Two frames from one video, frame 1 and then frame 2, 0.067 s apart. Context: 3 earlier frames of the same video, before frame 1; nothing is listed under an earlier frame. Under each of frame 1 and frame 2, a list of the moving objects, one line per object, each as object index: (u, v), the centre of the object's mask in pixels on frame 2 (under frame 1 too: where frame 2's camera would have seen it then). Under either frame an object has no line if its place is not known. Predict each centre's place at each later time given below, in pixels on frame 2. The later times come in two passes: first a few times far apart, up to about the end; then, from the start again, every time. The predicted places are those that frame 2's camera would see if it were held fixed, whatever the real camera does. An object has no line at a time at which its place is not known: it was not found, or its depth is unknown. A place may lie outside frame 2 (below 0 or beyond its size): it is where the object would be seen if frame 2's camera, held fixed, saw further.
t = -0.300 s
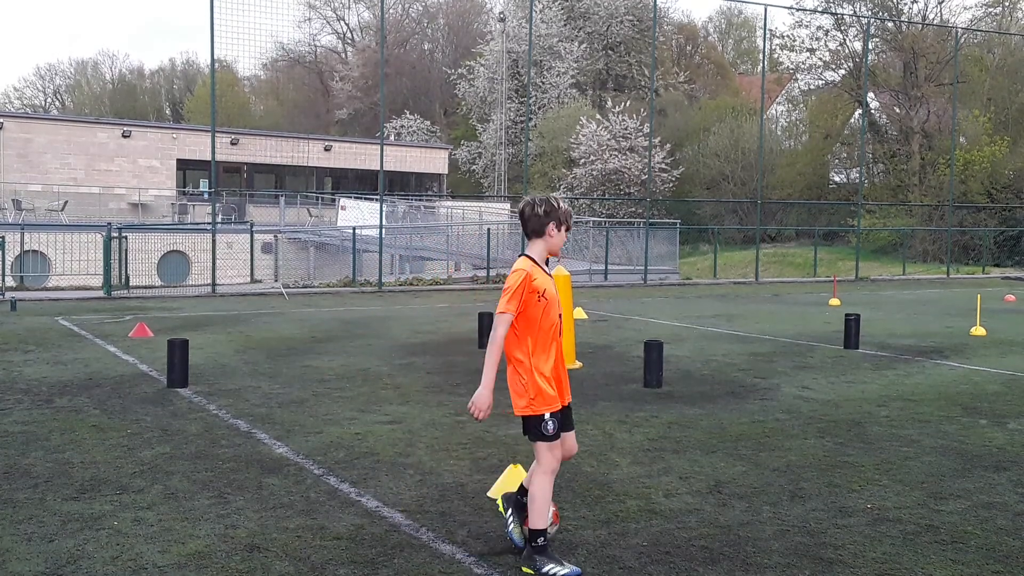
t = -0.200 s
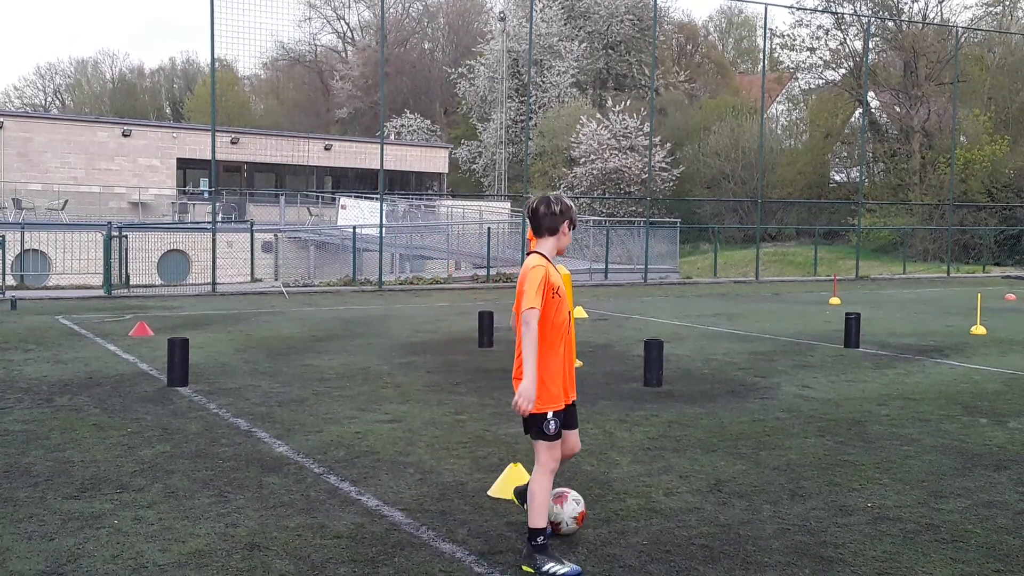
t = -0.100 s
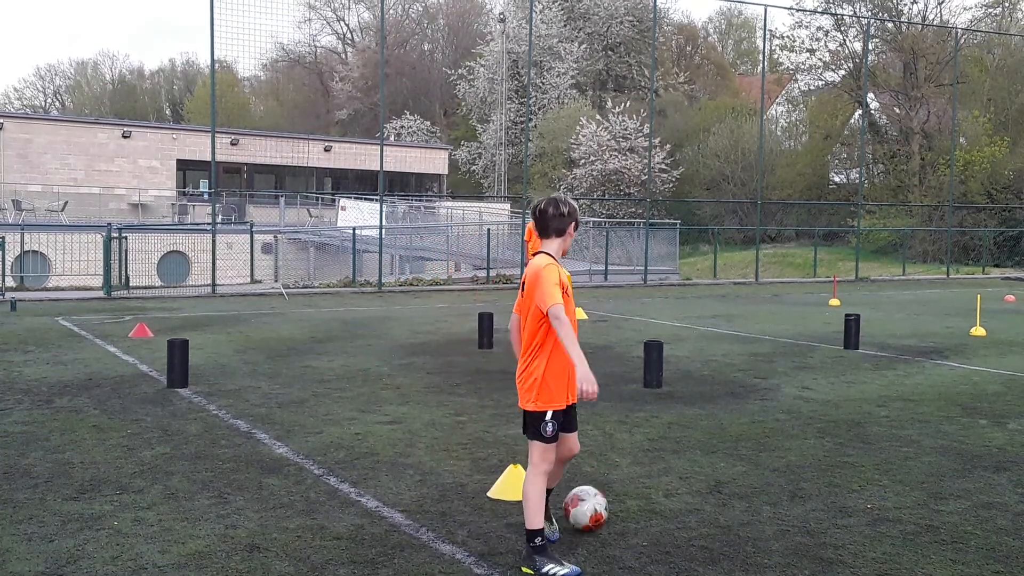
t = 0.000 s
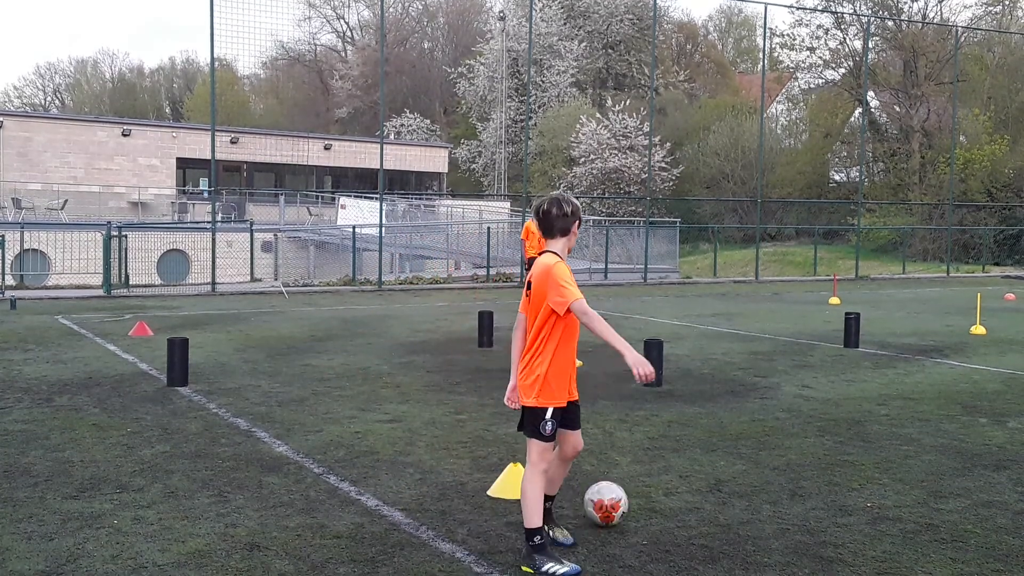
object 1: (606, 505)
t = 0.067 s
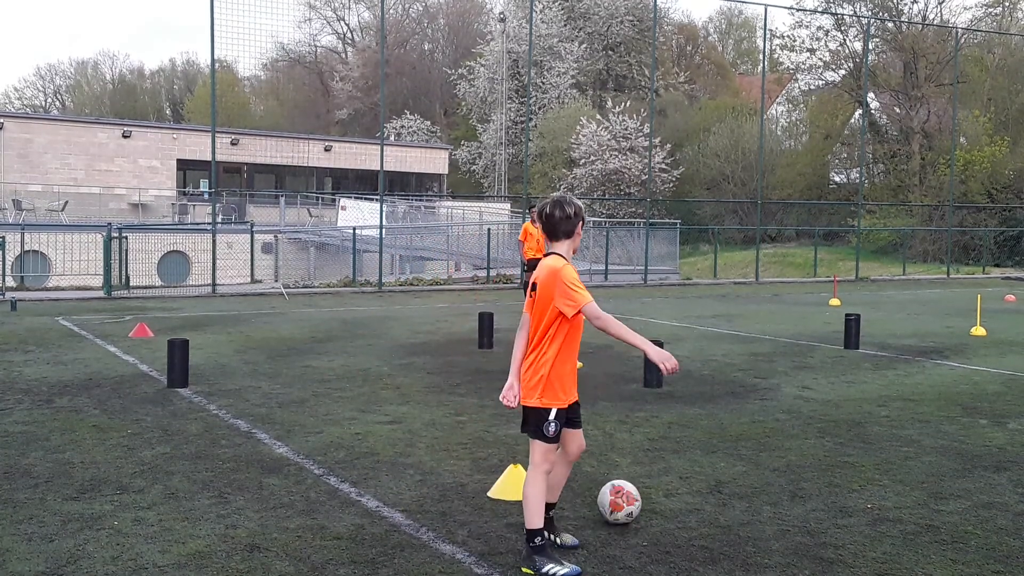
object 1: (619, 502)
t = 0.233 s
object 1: (649, 496)
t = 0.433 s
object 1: (683, 492)
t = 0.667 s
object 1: (719, 487)
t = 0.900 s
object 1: (750, 480)
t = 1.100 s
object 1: (772, 477)
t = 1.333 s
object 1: (793, 472)
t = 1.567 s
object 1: (813, 468)
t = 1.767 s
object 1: (826, 466)
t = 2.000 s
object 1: (839, 464)
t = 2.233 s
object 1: (851, 462)
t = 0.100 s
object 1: (626, 501)
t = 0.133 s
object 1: (632, 500)
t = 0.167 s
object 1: (638, 499)
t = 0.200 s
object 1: (643, 498)
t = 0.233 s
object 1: (649, 496)
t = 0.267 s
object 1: (655, 495)
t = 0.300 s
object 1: (661, 494)
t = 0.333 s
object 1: (666, 494)
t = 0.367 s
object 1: (672, 493)
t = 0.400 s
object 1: (678, 493)
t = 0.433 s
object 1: (683, 492)
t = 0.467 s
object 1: (688, 491)
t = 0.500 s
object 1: (693, 490)
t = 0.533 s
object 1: (699, 489)
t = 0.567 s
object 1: (704, 488)
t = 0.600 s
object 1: (709, 488)
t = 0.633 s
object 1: (714, 487)
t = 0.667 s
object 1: (719, 487)
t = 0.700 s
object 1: (724, 486)
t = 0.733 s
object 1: (728, 485)
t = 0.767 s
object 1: (733, 485)
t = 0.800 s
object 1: (737, 483)
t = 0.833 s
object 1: (741, 483)
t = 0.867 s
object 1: (746, 482)
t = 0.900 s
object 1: (750, 480)
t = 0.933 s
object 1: (754, 480)
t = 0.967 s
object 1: (757, 479)
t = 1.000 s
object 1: (761, 478)
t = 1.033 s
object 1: (765, 478)
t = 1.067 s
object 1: (768, 478)
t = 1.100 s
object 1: (772, 477)
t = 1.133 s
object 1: (775, 476)
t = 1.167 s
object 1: (778, 475)
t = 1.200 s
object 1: (781, 474)
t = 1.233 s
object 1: (785, 474)
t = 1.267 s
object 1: (787, 473)
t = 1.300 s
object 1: (791, 473)
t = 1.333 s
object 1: (793, 472)
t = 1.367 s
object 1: (797, 472)
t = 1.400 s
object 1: (799, 471)
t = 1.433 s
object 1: (802, 470)
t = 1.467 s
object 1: (805, 470)
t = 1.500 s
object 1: (807, 470)
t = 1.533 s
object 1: (810, 469)
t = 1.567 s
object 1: (813, 468)
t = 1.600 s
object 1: (815, 468)
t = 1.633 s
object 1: (817, 468)
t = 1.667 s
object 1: (819, 467)
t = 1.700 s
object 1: (821, 466)
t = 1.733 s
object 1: (824, 466)
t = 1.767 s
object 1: (826, 466)
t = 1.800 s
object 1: (828, 466)
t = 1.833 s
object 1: (830, 465)
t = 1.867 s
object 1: (832, 465)
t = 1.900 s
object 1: (834, 464)
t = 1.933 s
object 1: (836, 464)
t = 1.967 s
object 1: (838, 464)
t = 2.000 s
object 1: (839, 464)
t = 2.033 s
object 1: (842, 464)
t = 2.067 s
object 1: (843, 464)
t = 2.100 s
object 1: (845, 464)
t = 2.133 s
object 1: (847, 463)
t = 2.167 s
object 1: (848, 463)
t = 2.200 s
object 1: (850, 463)
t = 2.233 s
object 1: (851, 462)
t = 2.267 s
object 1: (853, 462)
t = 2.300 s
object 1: (854, 462)
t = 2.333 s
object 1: (855, 462)
